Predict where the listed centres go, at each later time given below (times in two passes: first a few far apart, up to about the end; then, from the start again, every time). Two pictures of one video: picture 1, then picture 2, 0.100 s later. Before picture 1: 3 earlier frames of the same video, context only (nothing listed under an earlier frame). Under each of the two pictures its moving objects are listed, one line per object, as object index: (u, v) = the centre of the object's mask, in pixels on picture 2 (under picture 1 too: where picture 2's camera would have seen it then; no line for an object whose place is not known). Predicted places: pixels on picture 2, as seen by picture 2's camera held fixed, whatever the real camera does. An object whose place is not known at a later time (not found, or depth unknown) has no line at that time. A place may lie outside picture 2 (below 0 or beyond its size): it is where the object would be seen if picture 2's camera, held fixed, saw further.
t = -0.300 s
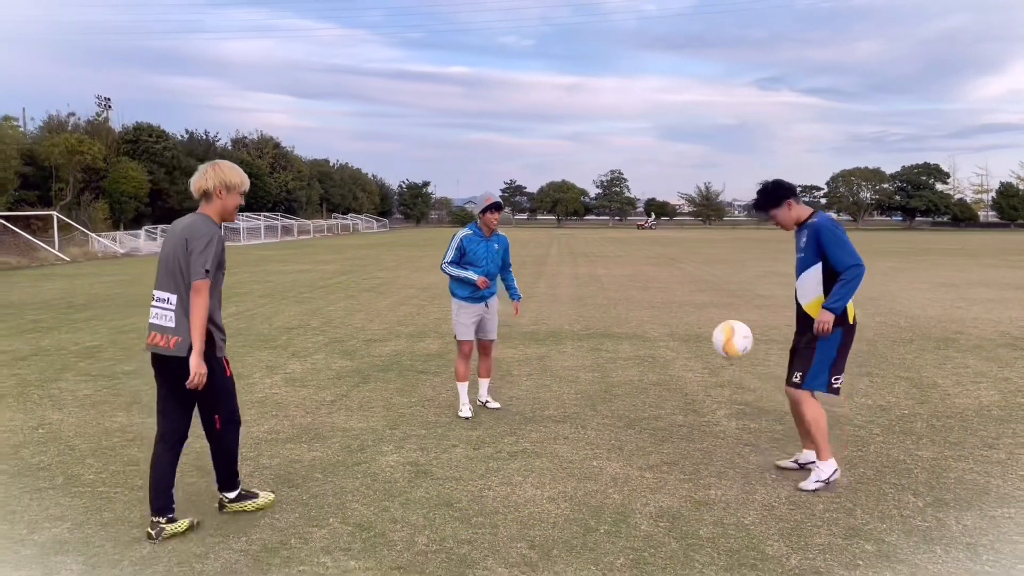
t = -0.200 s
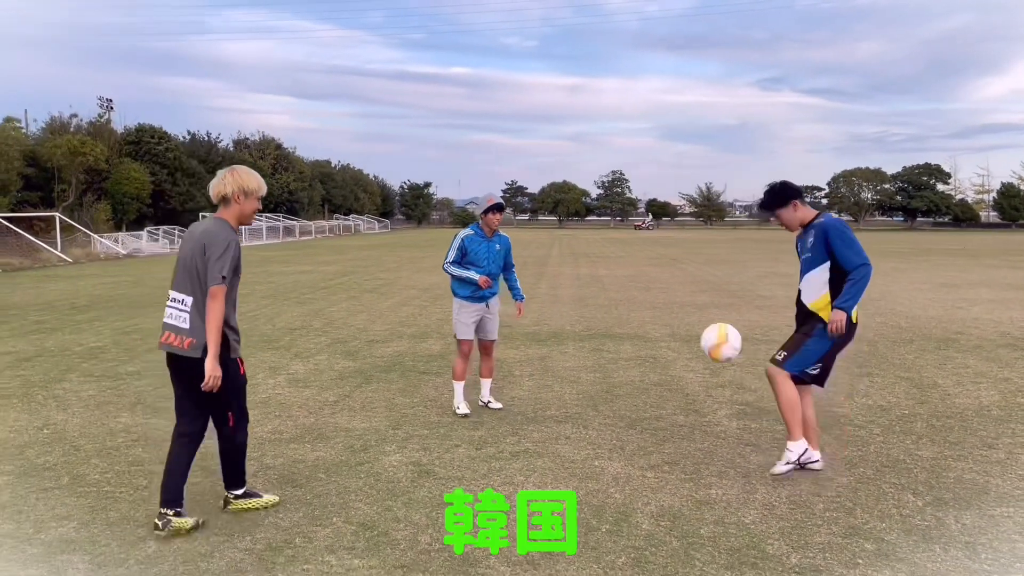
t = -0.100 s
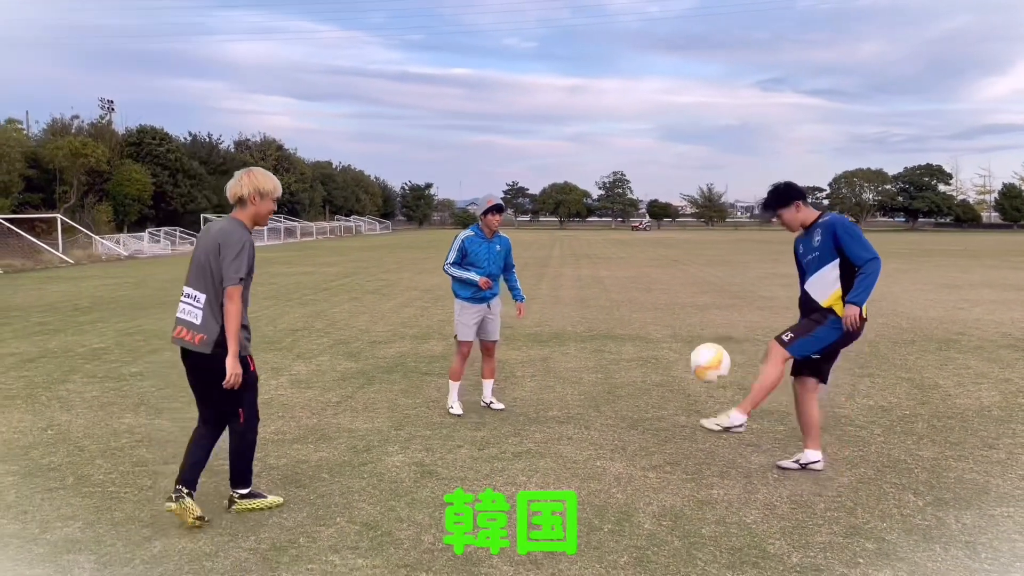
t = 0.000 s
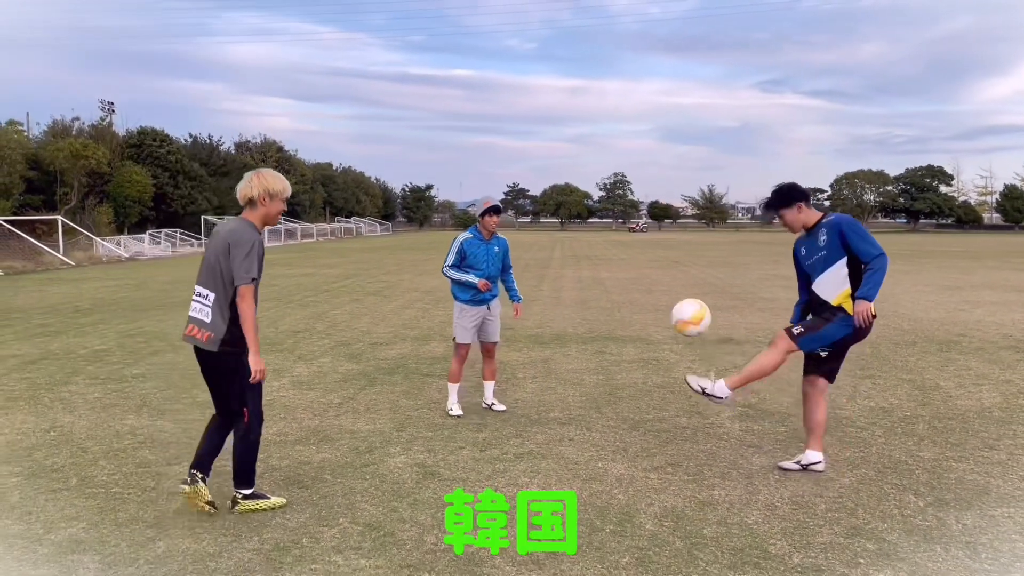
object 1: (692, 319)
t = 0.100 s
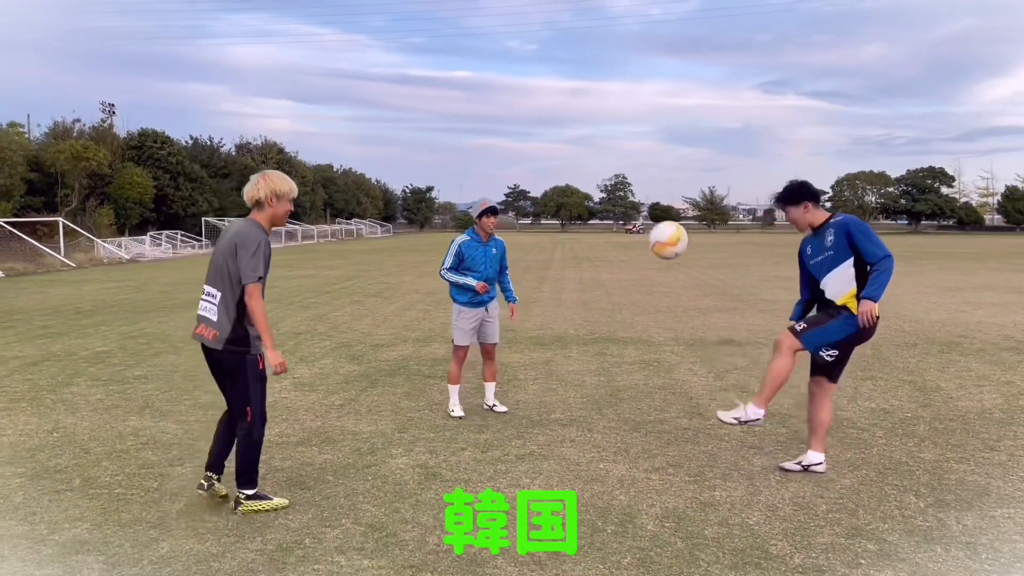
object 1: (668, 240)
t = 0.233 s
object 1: (636, 164)
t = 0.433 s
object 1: (588, 105)
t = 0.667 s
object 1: (534, 123)
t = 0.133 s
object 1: (660, 218)
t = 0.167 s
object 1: (652, 198)
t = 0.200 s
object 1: (644, 180)
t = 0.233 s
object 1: (636, 164)
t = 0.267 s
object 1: (628, 148)
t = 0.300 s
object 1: (620, 137)
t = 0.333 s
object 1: (612, 125)
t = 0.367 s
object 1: (604, 116)
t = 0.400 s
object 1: (596, 110)
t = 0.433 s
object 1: (588, 105)
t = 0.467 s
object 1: (580, 102)
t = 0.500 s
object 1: (572, 101)
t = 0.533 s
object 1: (564, 101)
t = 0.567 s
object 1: (556, 104)
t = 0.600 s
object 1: (549, 108)
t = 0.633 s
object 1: (541, 114)
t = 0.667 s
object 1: (534, 123)
